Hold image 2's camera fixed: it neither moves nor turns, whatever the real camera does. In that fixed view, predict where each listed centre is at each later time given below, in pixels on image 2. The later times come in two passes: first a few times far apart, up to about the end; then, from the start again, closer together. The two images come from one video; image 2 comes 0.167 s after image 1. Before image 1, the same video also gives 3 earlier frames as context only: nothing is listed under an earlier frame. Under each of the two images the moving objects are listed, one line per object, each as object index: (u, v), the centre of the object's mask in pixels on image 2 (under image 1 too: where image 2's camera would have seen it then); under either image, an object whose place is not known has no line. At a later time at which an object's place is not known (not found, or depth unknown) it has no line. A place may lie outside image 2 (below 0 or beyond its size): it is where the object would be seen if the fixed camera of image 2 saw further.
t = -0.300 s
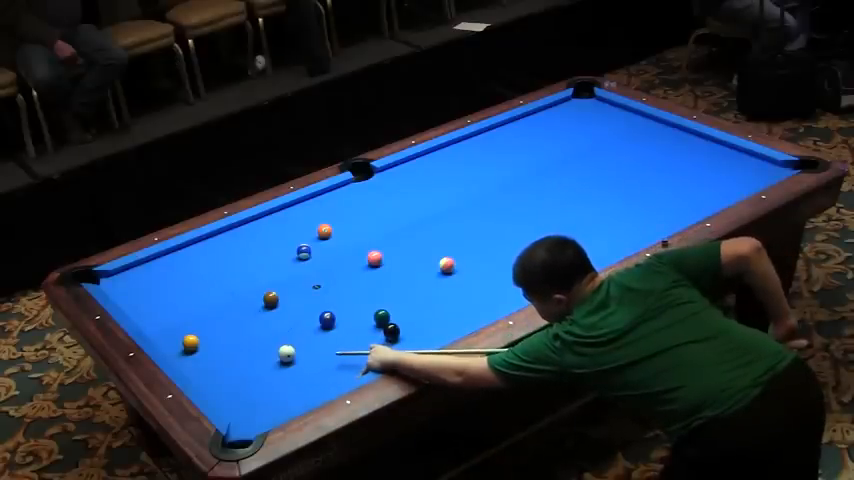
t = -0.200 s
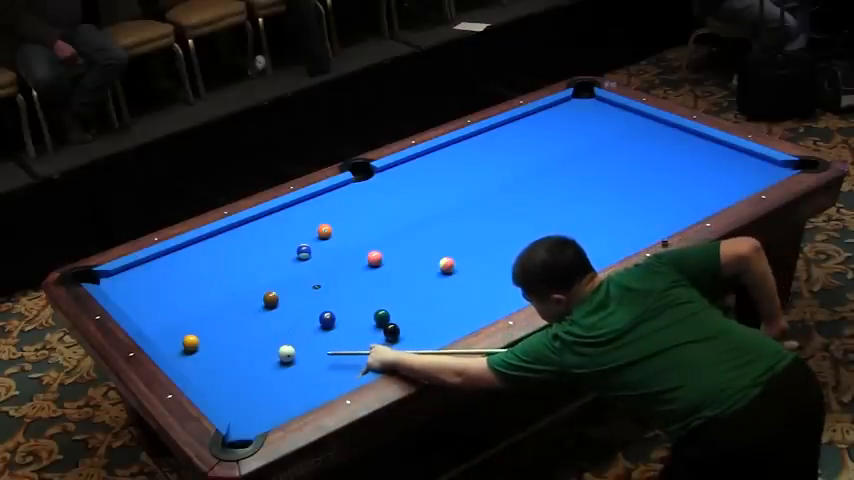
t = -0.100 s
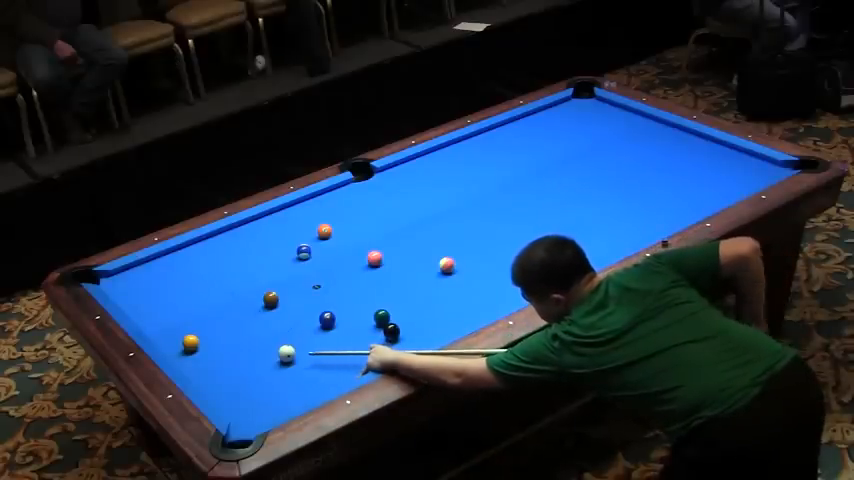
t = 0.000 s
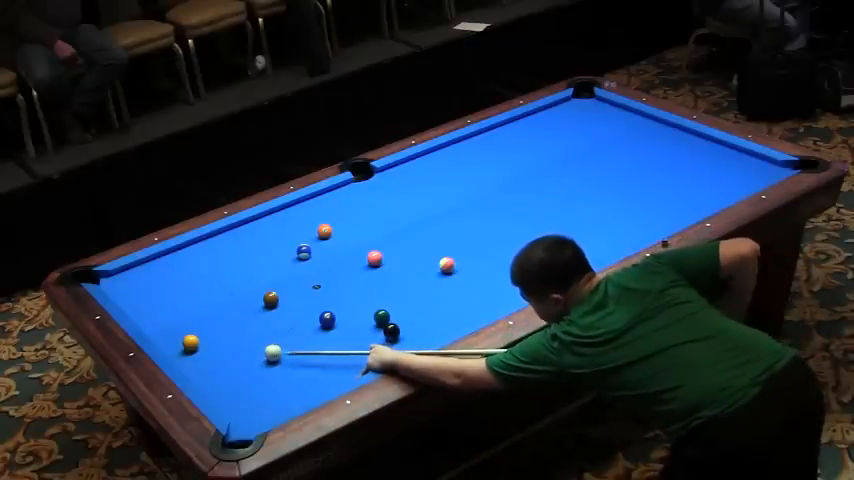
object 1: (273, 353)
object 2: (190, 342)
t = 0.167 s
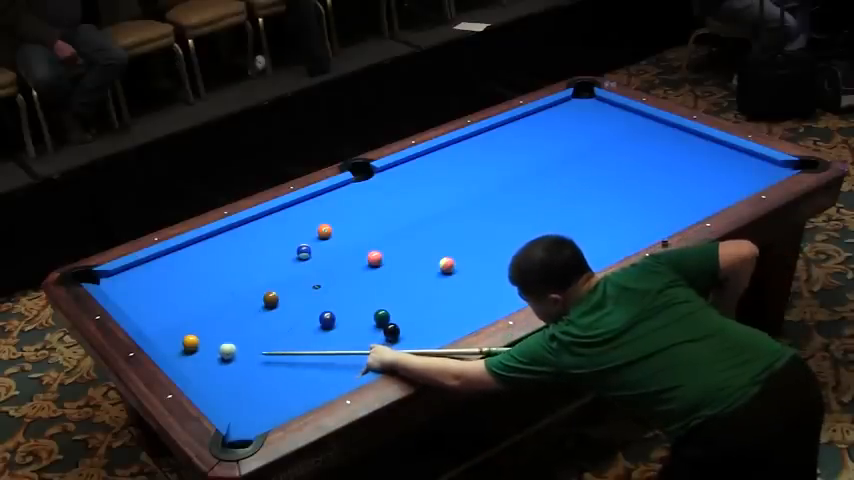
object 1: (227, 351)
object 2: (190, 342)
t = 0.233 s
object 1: (209, 349)
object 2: (190, 342)
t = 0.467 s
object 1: (182, 354)
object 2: (177, 333)
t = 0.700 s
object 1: (203, 346)
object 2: (164, 322)
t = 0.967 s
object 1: (227, 337)
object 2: (148, 312)
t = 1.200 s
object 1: (246, 331)
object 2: (136, 304)
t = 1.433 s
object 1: (263, 324)
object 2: (125, 296)
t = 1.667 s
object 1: (279, 317)
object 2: (114, 289)
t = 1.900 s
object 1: (294, 312)
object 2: (105, 282)
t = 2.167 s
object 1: (310, 306)
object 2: (96, 276)
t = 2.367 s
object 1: (321, 301)
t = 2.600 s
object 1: (332, 297)
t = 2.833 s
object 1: (342, 293)
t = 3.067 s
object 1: (352, 289)
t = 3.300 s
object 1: (359, 285)
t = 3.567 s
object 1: (367, 282)
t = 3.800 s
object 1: (373, 279)
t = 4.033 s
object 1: (378, 277)
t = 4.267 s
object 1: (382, 275)
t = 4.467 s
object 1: (384, 274)
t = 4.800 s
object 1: (387, 272)
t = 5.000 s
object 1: (388, 272)
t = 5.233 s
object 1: (388, 272)
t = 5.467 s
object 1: (388, 272)
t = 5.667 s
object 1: (388, 272)
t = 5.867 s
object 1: (388, 272)
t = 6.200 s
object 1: (388, 272)
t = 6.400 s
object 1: (388, 272)
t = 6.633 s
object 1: (388, 272)
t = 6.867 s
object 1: (388, 271)
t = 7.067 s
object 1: (388, 272)
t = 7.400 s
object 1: (388, 272)
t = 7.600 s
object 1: (388, 271)
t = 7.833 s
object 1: (388, 272)
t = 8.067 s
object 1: (388, 271)
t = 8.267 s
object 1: (388, 271)
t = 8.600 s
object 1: (388, 271)
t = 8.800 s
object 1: (388, 271)
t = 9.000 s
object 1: (388, 271)
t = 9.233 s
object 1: (388, 271)
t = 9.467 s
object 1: (388, 271)
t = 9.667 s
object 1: (388, 271)
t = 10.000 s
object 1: (388, 271)
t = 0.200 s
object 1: (218, 350)
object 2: (190, 342)
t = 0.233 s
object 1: (209, 349)
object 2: (190, 342)
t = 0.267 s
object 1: (201, 349)
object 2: (189, 341)
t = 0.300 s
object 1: (194, 351)
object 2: (188, 340)
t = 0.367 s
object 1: (183, 354)
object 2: (183, 336)
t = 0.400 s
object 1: (178, 355)
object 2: (181, 336)
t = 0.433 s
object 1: (179, 355)
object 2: (179, 334)
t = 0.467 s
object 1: (182, 354)
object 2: (177, 333)
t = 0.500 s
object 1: (185, 353)
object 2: (175, 331)
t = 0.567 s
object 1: (191, 351)
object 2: (171, 328)
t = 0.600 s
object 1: (194, 349)
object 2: (169, 326)
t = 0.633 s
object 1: (197, 348)
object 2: (167, 325)
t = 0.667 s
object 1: (201, 347)
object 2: (165, 324)
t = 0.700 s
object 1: (203, 346)
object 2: (164, 322)
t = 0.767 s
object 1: (209, 344)
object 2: (159, 320)
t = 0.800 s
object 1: (212, 343)
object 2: (157, 318)
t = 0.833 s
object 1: (215, 342)
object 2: (156, 317)
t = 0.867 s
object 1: (218, 341)
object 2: (153, 316)
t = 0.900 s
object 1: (221, 339)
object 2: (152, 315)
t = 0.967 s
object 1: (227, 337)
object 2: (148, 312)
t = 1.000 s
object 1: (229, 336)
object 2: (146, 311)
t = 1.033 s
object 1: (232, 335)
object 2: (144, 310)
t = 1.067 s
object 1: (235, 335)
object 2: (143, 309)
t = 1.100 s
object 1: (237, 333)
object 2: (141, 307)
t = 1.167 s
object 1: (243, 331)
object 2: (138, 305)
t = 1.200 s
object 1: (246, 331)
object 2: (136, 304)
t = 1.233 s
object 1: (248, 329)
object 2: (135, 303)
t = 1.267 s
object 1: (251, 328)
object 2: (133, 302)
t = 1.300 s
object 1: (253, 328)
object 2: (131, 301)
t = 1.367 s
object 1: (258, 326)
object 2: (128, 298)
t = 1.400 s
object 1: (261, 325)
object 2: (126, 298)
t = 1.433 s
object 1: (263, 324)
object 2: (125, 296)
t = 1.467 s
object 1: (265, 323)
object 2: (123, 295)
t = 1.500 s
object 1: (268, 322)
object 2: (121, 294)
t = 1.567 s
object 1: (272, 320)
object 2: (119, 292)
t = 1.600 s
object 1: (274, 320)
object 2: (117, 291)
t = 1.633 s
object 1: (277, 319)
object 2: (116, 290)
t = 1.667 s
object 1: (279, 317)
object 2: (114, 289)
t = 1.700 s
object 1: (281, 317)
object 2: (113, 289)
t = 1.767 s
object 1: (286, 315)
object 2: (110, 286)
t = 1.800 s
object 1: (288, 314)
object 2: (109, 286)
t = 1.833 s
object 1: (290, 313)
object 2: (107, 284)
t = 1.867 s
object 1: (292, 312)
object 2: (106, 283)
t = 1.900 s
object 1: (294, 312)
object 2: (105, 282)
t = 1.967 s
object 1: (298, 310)
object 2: (102, 280)
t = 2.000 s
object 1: (300, 309)
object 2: (101, 279)
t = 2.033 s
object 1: (302, 309)
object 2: (100, 278)
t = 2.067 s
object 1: (304, 308)
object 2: (99, 278)
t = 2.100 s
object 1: (306, 307)
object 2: (99, 277)
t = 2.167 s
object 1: (310, 306)
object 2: (96, 276)
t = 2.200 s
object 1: (311, 305)
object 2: (94, 276)
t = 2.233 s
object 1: (313, 305)
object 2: (92, 279)
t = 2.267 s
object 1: (315, 304)
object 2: (91, 282)
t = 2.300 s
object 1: (317, 303)
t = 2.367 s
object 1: (321, 301)
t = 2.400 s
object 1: (322, 300)
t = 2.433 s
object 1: (324, 300)
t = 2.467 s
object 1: (325, 299)
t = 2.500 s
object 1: (327, 298)
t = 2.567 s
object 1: (330, 297)
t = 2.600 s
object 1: (332, 297)
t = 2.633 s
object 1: (333, 296)
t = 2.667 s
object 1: (335, 296)
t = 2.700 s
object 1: (337, 295)
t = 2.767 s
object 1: (339, 293)
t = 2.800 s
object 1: (341, 293)
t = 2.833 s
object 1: (342, 293)
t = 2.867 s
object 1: (344, 292)
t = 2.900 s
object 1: (345, 291)
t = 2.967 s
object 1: (348, 290)
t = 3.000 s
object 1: (349, 289)
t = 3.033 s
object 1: (350, 289)
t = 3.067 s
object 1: (352, 289)
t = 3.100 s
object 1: (353, 288)
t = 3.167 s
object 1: (355, 287)
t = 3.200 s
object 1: (356, 286)
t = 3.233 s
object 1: (357, 286)
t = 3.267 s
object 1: (358, 286)
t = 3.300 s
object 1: (359, 285)
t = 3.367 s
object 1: (362, 284)
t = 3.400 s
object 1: (363, 284)
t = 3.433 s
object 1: (364, 283)
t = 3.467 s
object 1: (364, 283)
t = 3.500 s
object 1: (366, 283)
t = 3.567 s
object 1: (367, 282)
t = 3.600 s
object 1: (368, 281)
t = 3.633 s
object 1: (369, 281)
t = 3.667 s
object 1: (370, 281)
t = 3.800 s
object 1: (373, 279)
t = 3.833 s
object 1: (374, 279)
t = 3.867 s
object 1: (375, 279)
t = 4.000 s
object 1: (378, 277)
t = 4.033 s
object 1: (378, 277)
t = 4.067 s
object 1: (379, 277)
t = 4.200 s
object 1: (381, 275)
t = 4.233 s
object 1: (382, 275)
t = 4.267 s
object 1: (382, 275)
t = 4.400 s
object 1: (384, 274)
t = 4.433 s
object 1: (384, 274)
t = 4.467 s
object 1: (384, 274)
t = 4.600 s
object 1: (386, 273)
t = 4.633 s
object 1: (386, 273)
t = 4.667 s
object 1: (386, 273)
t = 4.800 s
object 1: (387, 272)
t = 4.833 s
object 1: (387, 272)
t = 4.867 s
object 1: (387, 272)
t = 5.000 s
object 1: (388, 272)
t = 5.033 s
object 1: (388, 272)
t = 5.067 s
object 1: (388, 272)
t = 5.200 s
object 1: (388, 272)
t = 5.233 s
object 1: (388, 272)
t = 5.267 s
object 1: (388, 272)
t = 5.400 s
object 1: (388, 272)
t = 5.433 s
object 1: (388, 272)
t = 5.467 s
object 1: (388, 272)
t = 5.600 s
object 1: (388, 272)
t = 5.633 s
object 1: (388, 272)
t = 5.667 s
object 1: (388, 272)
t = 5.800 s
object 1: (388, 272)
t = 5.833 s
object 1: (388, 272)
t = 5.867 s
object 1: (388, 272)
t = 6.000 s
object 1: (388, 272)
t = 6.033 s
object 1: (388, 272)
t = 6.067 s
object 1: (388, 272)
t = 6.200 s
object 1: (388, 272)
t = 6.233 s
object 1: (388, 272)
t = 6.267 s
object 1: (388, 272)
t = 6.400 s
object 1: (388, 272)
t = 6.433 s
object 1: (388, 272)
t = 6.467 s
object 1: (388, 272)
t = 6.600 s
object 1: (388, 272)
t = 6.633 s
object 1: (388, 272)
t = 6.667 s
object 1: (388, 272)
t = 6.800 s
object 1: (388, 271)
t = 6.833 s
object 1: (388, 271)
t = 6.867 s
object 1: (388, 271)
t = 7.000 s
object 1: (388, 272)
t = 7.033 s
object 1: (388, 271)
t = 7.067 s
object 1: (388, 272)
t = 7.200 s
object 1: (388, 272)
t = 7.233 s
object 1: (388, 272)
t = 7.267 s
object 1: (388, 271)
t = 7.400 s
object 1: (388, 272)
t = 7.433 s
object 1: (388, 272)
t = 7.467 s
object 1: (388, 272)
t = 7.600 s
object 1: (388, 271)
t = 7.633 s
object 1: (388, 272)
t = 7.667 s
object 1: (388, 272)
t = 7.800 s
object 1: (388, 272)
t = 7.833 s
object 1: (388, 272)
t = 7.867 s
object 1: (388, 272)
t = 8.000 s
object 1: (388, 272)
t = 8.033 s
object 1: (388, 272)
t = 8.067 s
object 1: (388, 271)
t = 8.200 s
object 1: (388, 271)
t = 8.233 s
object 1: (388, 271)
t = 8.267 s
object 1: (388, 271)
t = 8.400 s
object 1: (388, 271)
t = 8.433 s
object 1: (388, 271)
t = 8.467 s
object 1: (388, 271)
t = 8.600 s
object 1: (388, 271)
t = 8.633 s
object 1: (388, 271)
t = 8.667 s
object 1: (388, 271)
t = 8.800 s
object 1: (388, 271)
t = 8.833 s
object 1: (388, 271)
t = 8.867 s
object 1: (388, 271)
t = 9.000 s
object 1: (388, 271)
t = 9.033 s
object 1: (388, 271)
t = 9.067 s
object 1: (388, 271)
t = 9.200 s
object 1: (388, 271)
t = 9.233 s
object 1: (388, 271)
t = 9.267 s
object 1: (388, 271)
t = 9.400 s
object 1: (388, 271)
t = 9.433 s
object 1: (388, 271)
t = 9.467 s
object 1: (388, 271)
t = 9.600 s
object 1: (388, 271)
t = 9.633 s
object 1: (388, 271)
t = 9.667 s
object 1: (388, 271)
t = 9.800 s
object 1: (388, 271)
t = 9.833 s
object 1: (388, 271)
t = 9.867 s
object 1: (388, 271)
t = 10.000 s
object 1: (388, 271)
